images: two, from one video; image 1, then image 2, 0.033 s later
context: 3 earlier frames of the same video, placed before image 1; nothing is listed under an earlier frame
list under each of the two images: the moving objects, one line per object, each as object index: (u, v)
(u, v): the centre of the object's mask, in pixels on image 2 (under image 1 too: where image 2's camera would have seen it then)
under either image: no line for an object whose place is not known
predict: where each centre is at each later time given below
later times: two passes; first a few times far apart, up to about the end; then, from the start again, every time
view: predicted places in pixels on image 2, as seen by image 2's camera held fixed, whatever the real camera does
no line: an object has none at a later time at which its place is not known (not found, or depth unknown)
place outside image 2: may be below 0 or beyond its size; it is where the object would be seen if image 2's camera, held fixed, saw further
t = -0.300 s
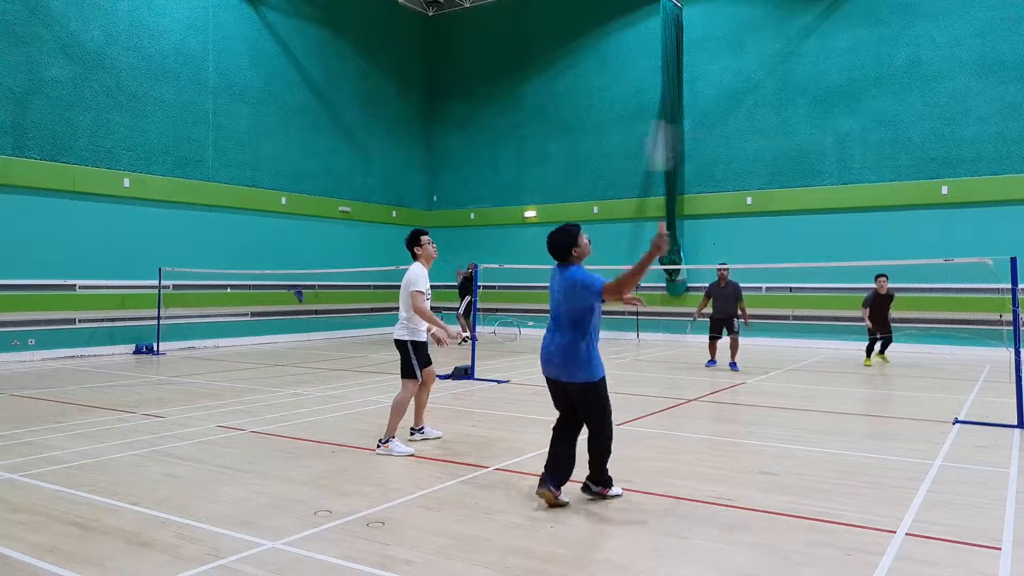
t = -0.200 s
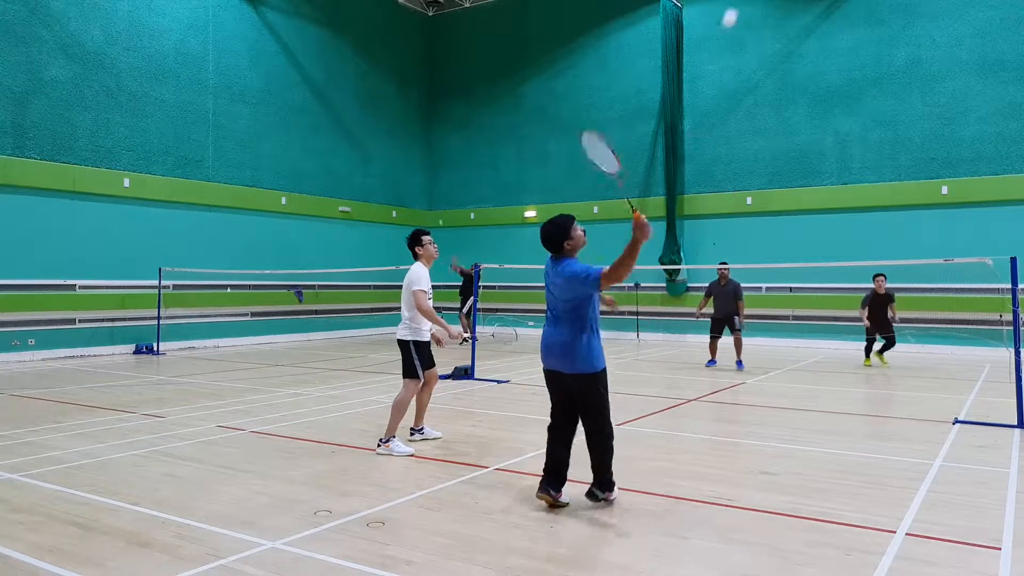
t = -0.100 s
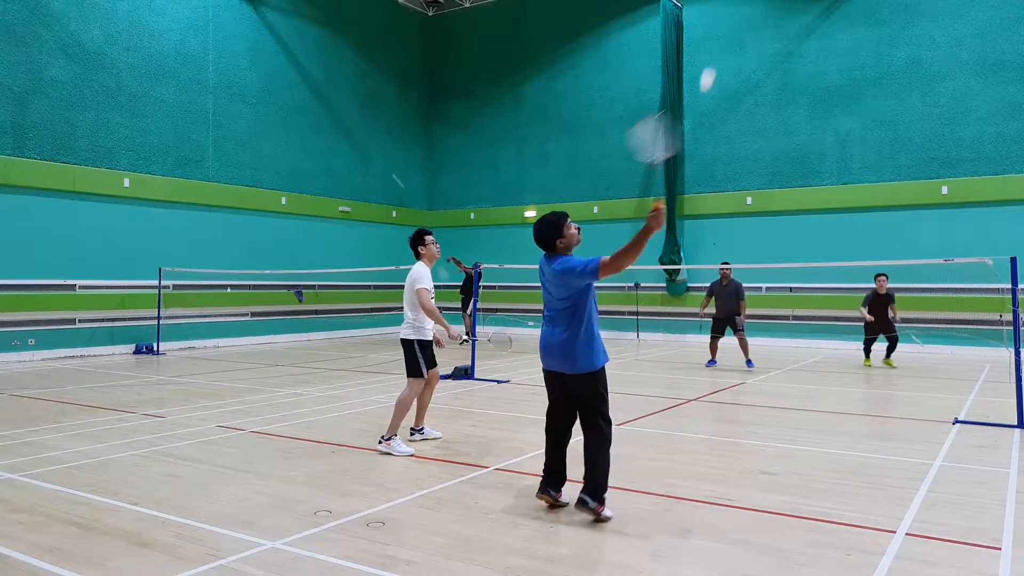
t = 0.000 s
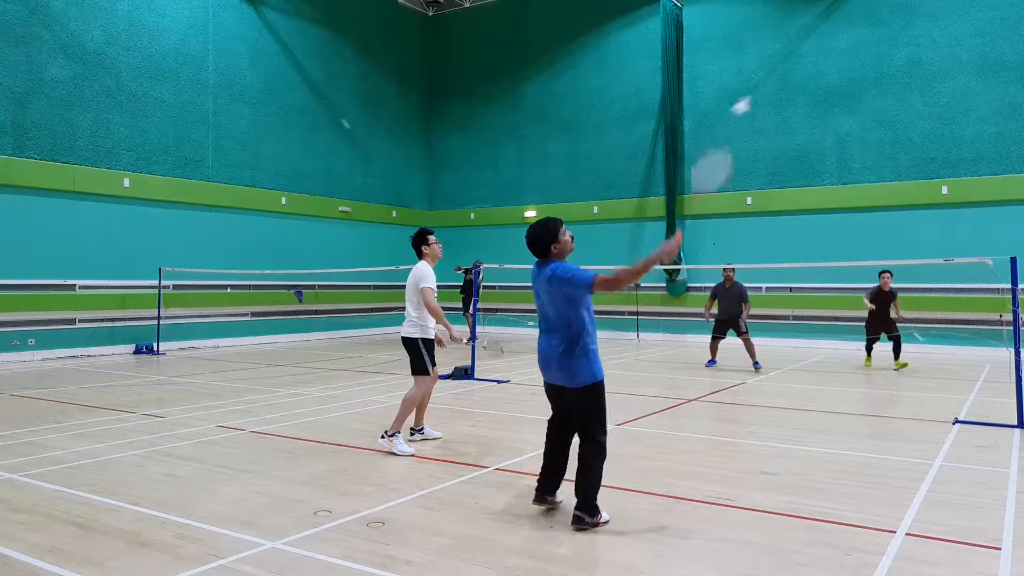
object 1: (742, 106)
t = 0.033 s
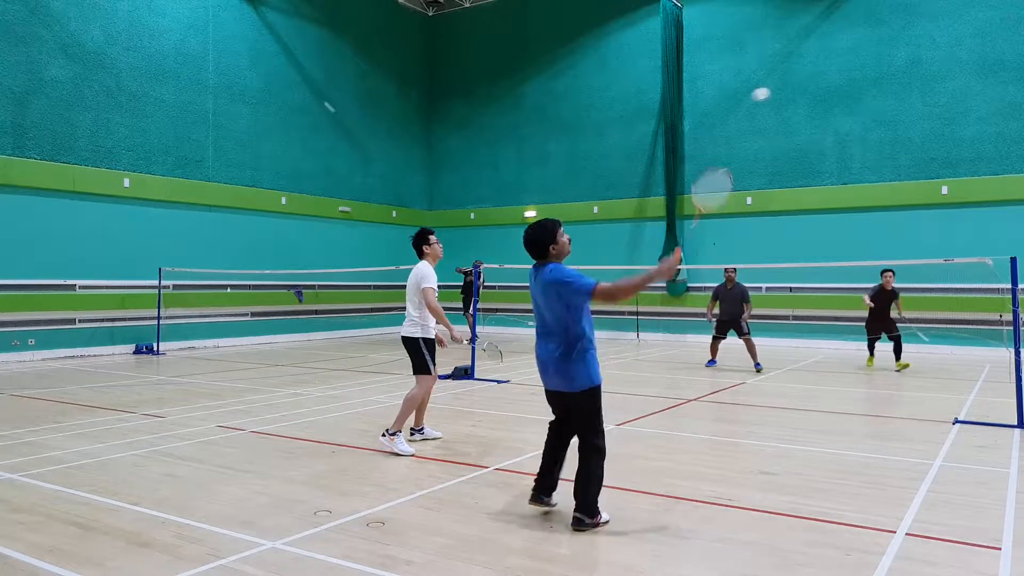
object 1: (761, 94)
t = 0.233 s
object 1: (808, 120)
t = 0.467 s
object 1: (835, 175)
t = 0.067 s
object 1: (771, 96)
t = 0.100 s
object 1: (778, 103)
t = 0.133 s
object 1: (788, 105)
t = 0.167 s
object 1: (796, 109)
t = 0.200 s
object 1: (803, 114)
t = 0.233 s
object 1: (808, 120)
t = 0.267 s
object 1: (813, 126)
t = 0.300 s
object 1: (817, 133)
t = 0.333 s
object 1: (821, 141)
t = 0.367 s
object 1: (825, 148)
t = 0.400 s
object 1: (829, 157)
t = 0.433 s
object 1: (832, 166)
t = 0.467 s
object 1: (835, 175)
